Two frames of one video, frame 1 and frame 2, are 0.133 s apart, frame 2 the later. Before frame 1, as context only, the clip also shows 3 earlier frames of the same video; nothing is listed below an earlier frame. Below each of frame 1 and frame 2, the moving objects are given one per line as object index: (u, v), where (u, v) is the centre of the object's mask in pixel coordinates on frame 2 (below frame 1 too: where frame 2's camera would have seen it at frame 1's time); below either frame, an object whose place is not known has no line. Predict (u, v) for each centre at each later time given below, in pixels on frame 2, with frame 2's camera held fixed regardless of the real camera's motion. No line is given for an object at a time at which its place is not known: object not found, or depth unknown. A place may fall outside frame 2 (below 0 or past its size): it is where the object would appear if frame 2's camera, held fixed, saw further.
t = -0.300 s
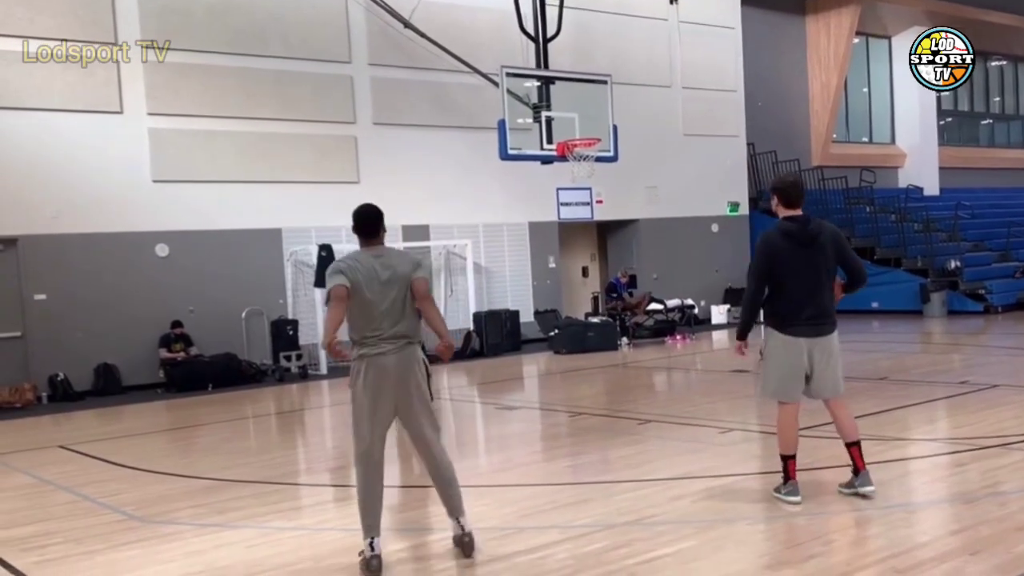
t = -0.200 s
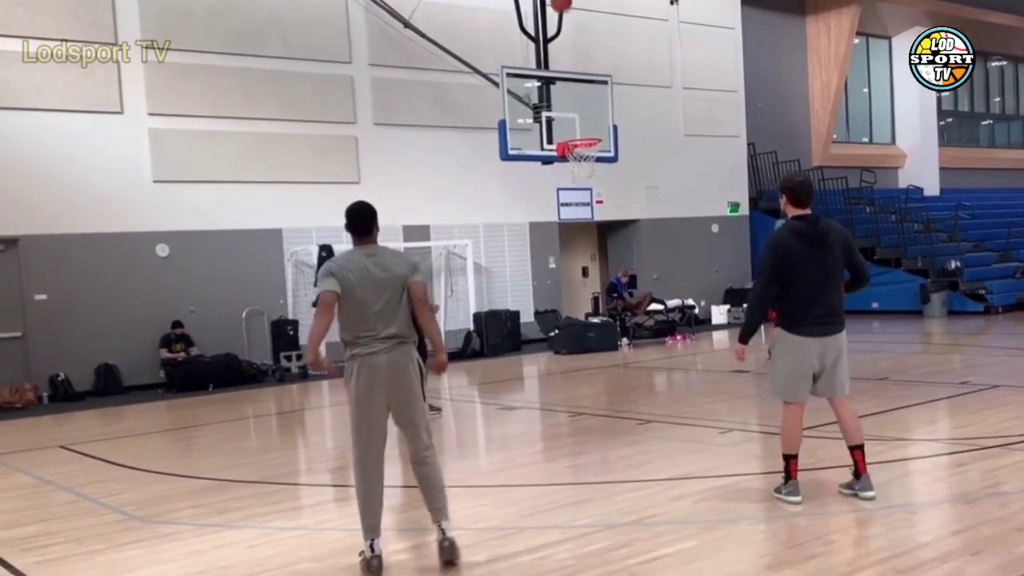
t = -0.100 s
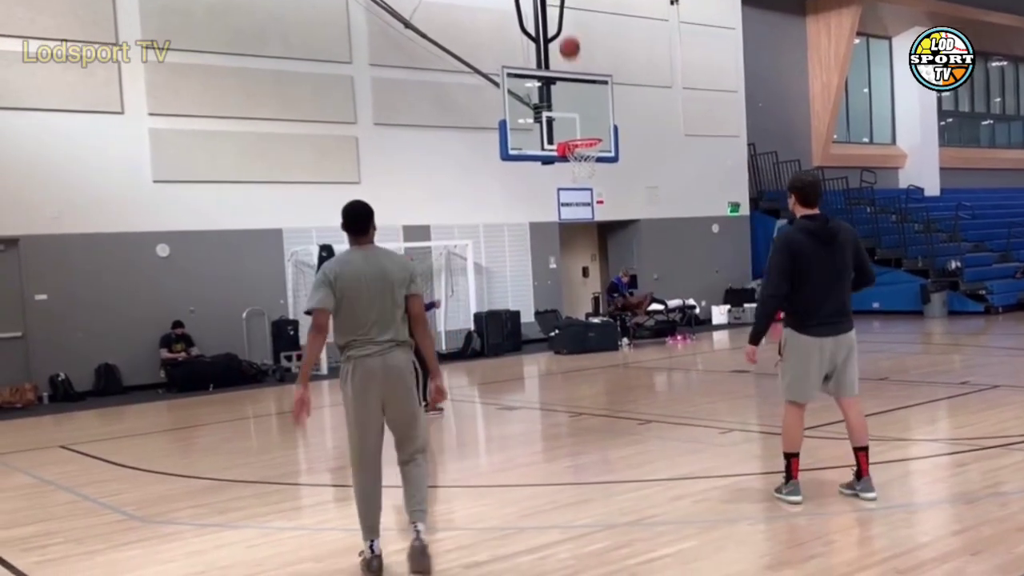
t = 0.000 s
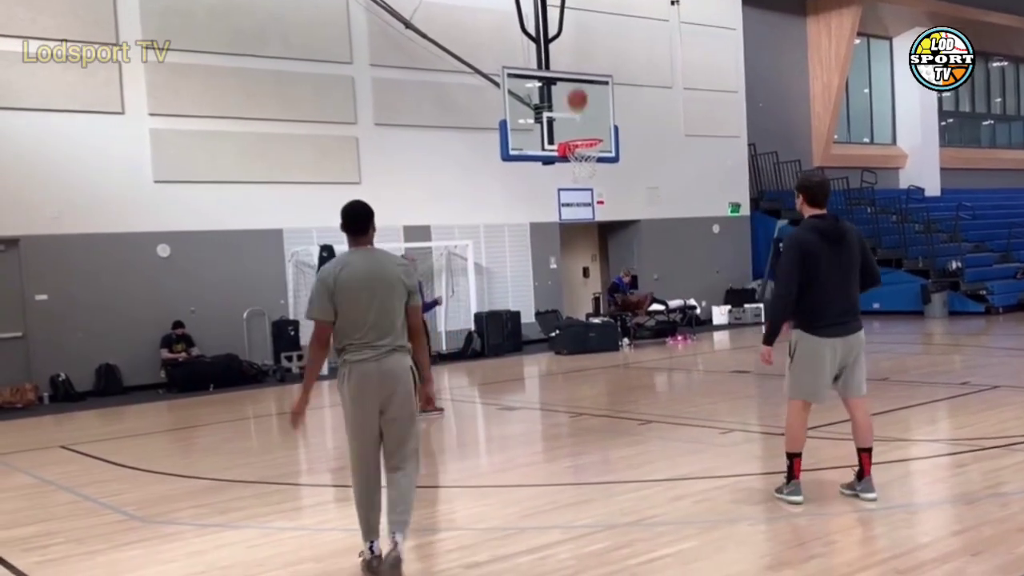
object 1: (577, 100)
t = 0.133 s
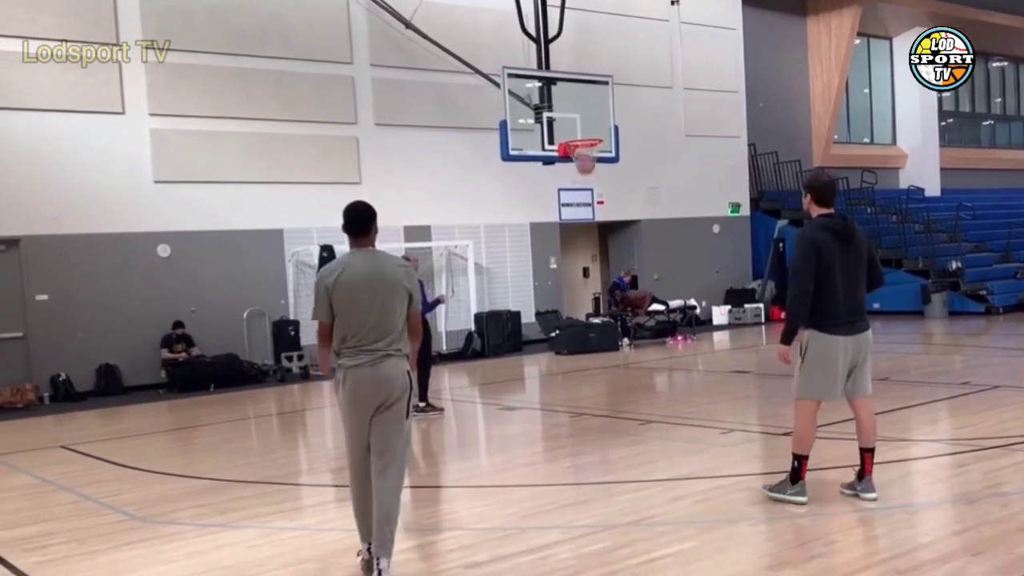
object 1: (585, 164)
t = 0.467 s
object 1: (590, 236)
